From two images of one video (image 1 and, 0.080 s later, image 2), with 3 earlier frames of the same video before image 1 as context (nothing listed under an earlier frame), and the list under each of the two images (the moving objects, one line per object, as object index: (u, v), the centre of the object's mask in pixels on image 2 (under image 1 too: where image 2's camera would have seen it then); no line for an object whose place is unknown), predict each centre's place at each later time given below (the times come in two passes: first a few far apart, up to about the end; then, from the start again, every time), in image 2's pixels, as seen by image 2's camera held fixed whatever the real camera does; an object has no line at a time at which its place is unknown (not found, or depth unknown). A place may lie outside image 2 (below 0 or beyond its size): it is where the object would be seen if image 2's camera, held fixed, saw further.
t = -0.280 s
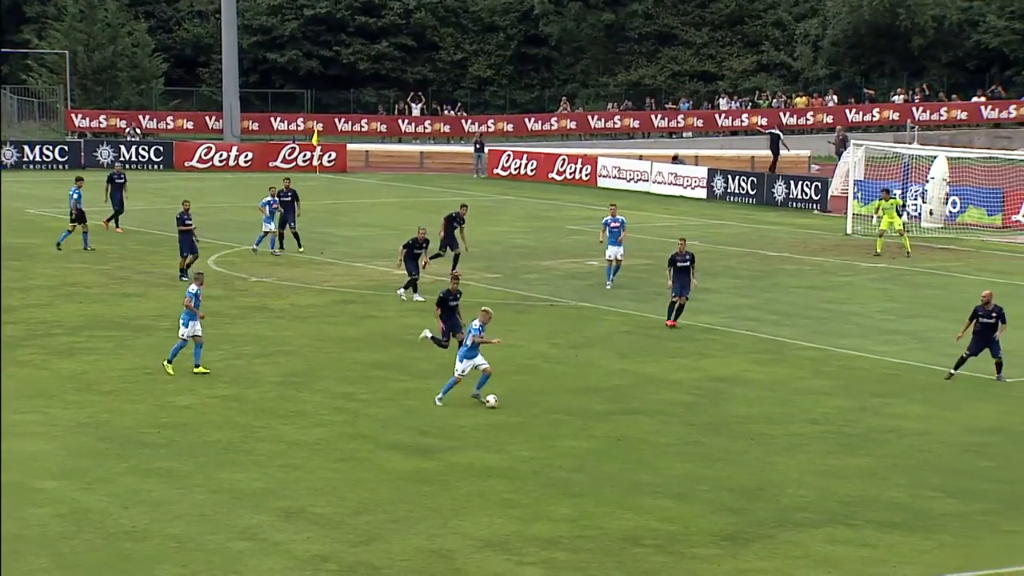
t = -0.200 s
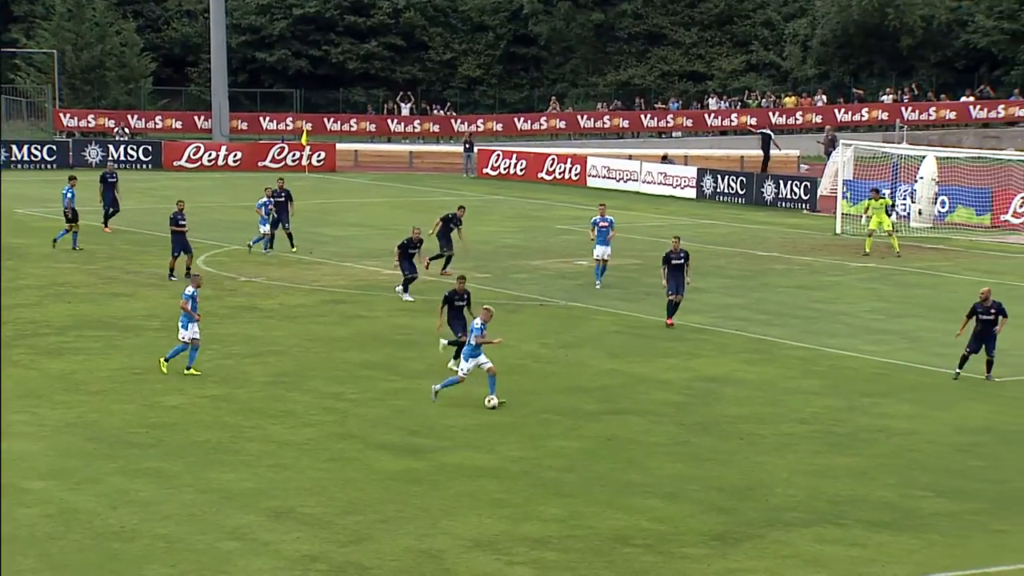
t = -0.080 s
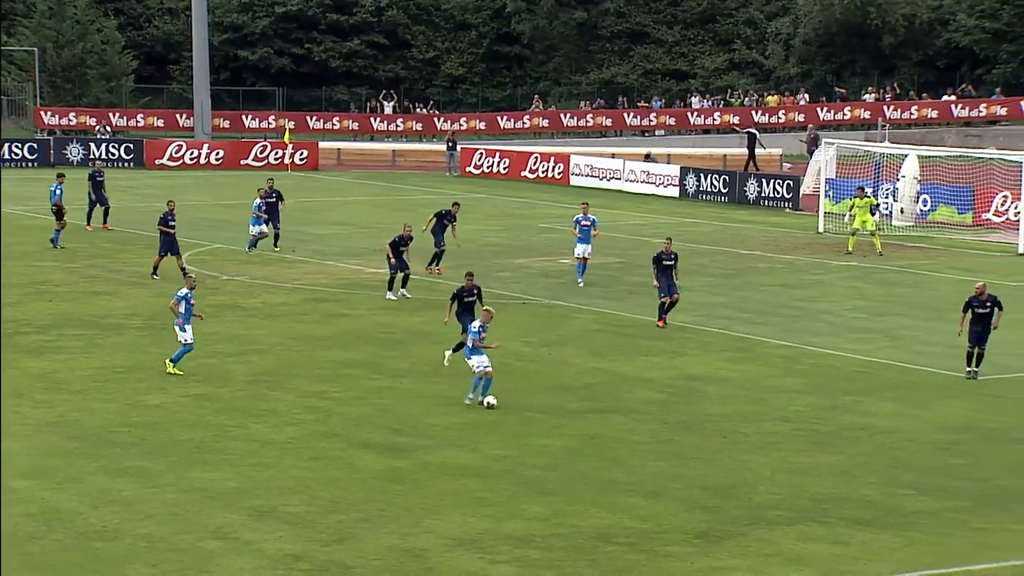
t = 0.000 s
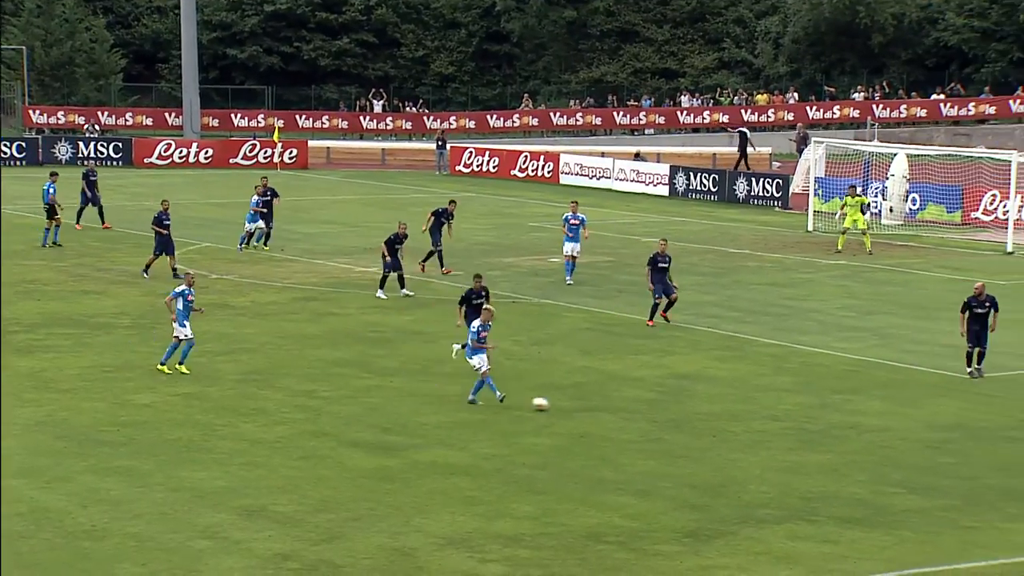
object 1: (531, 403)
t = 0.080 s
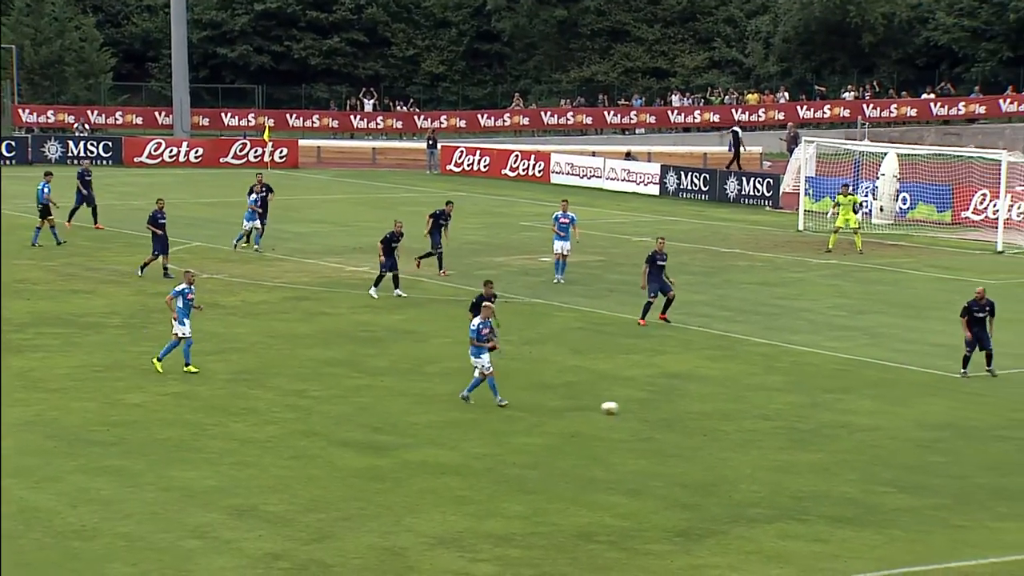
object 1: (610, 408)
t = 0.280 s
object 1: (796, 417)
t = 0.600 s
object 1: (1074, 433)
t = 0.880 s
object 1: (1299, 448)
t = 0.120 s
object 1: (647, 410)
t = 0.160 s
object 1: (686, 412)
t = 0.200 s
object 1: (723, 413)
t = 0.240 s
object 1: (759, 415)
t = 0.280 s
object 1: (796, 417)
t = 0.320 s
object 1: (832, 419)
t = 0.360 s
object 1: (867, 421)
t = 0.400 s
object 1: (903, 423)
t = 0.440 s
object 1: (938, 426)
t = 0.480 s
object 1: (973, 427)
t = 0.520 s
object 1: (1006, 429)
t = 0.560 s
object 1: (1040, 431)
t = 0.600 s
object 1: (1074, 433)
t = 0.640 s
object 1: (1107, 435)
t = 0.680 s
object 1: (1140, 437)
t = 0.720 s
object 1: (1172, 440)
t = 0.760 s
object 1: (1205, 442)
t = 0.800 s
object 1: (1237, 444)
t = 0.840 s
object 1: (1268, 446)
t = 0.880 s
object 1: (1299, 448)
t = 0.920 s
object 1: (1330, 450)
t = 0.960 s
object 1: (1360, 452)
